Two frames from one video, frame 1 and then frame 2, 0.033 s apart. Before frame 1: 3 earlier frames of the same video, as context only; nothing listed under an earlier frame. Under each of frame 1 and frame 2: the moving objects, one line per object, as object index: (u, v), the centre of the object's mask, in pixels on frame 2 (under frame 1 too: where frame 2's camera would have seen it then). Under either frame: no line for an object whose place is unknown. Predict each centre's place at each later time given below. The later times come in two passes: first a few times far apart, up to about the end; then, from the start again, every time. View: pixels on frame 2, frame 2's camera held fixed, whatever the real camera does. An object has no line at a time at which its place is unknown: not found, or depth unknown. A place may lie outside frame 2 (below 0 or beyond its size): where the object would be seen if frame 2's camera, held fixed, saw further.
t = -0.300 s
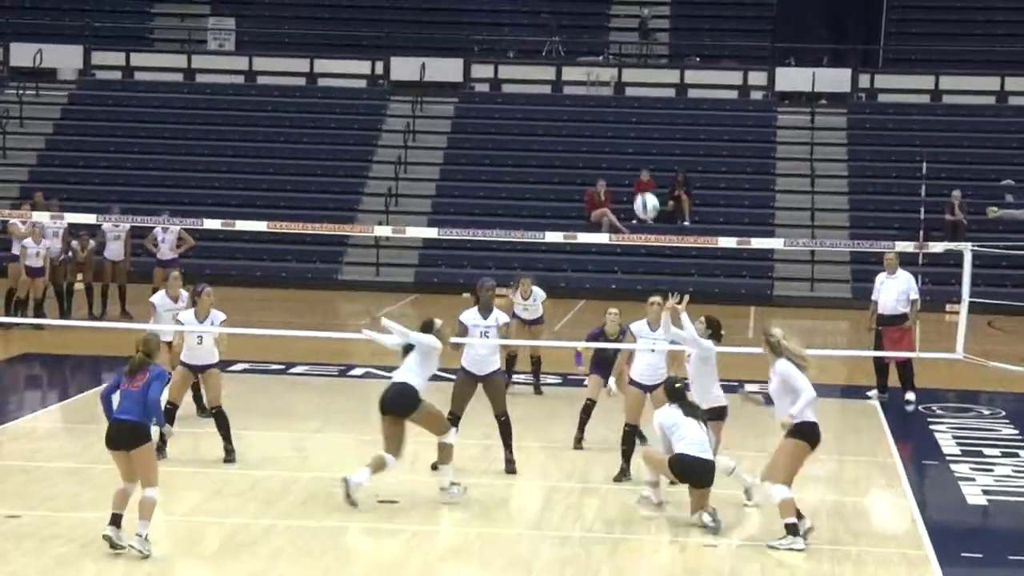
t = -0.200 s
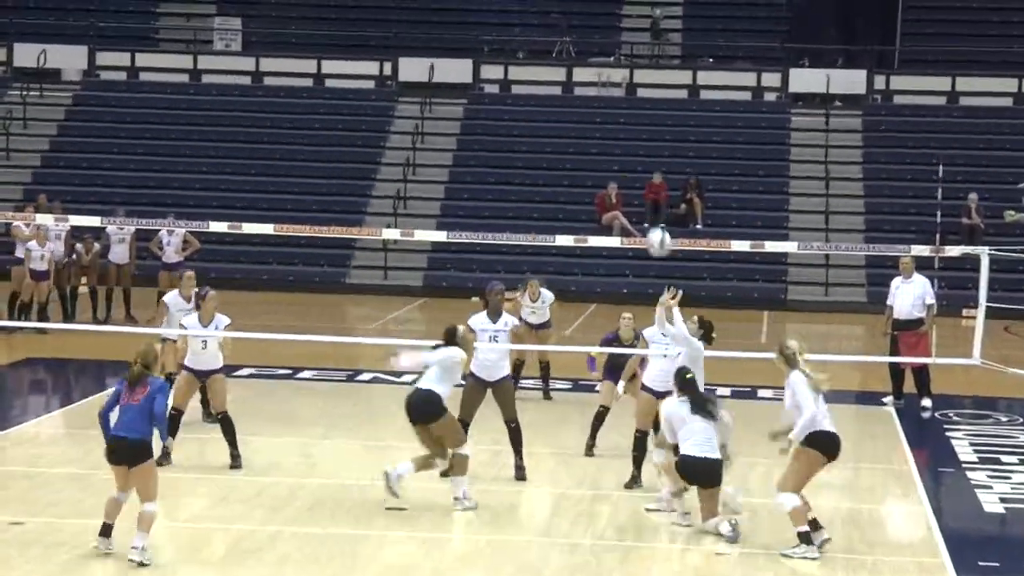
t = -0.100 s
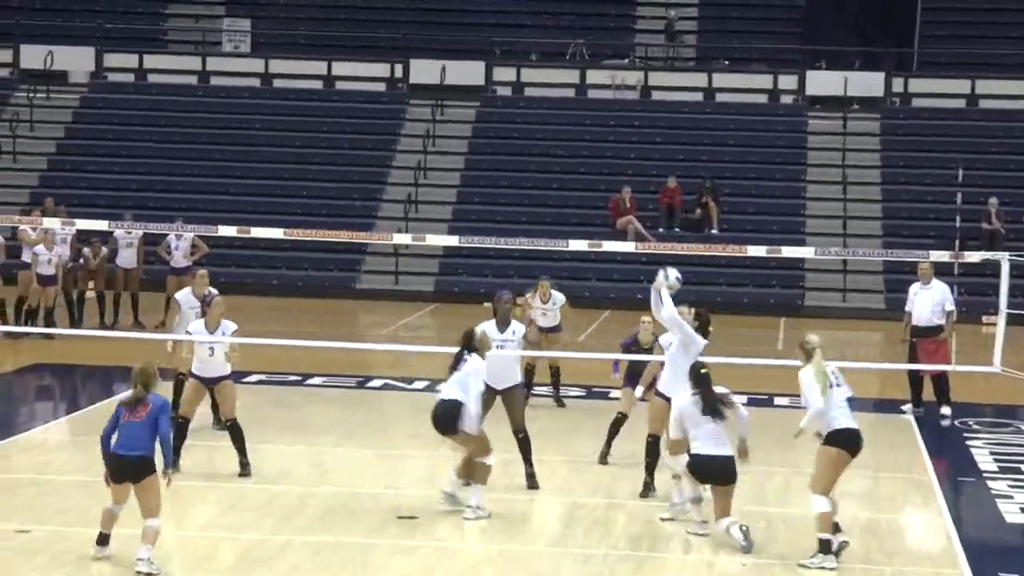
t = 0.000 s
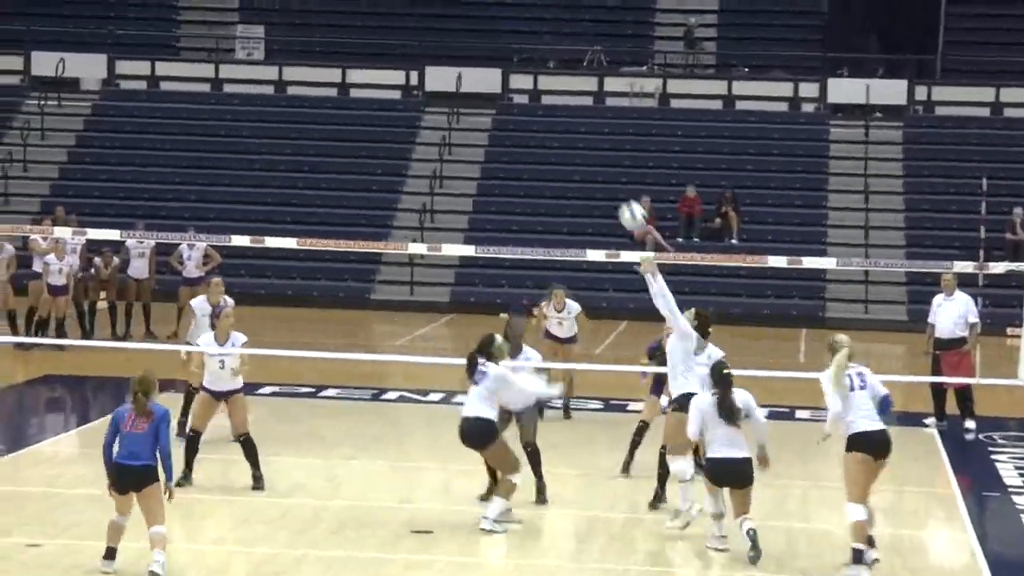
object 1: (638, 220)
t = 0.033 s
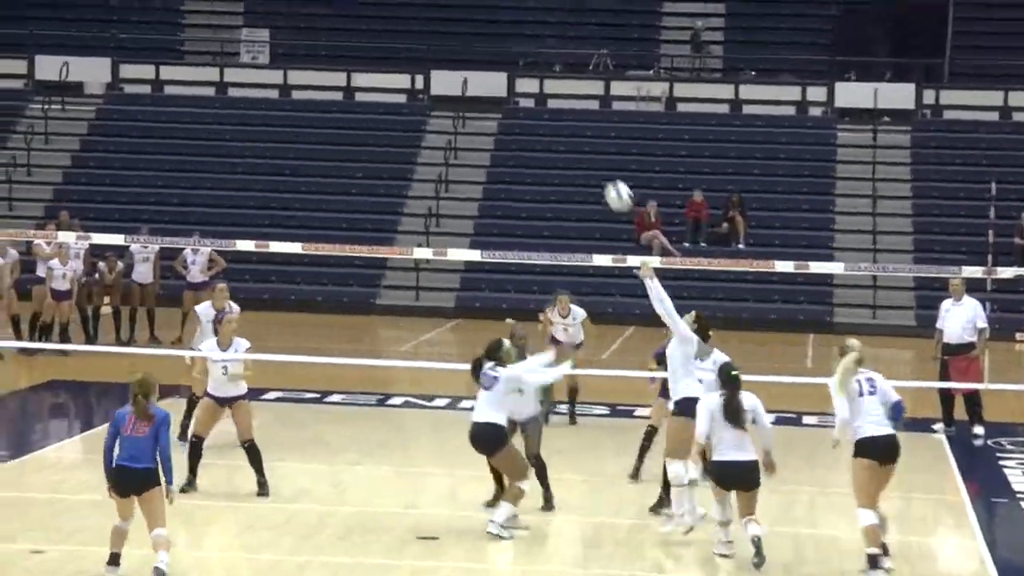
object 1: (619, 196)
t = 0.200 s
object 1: (519, 95)
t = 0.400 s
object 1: (403, 17)
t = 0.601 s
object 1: (288, -15)
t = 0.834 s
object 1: (155, 10)
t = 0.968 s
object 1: (78, 55)
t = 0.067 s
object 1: (598, 173)
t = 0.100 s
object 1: (578, 151)
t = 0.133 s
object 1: (558, 131)
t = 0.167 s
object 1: (538, 112)
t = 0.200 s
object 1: (519, 95)
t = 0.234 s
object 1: (500, 77)
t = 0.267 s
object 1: (479, 62)
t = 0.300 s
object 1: (460, 50)
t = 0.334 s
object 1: (441, 37)
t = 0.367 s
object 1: (422, 27)
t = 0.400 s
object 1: (403, 17)
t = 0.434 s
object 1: (384, 8)
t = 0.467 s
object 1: (365, 1)
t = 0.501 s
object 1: (346, -5)
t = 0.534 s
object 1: (327, -10)
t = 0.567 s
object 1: (307, -13)
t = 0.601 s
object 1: (288, -15)
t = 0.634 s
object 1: (269, -15)
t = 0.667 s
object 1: (250, -15)
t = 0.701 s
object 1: (230, -12)
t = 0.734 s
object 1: (212, -9)
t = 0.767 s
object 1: (192, -4)
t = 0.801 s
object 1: (174, 4)
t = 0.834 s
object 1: (155, 10)
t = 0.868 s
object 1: (136, 20)
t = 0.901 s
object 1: (117, 32)
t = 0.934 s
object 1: (98, 43)
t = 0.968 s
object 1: (78, 55)
